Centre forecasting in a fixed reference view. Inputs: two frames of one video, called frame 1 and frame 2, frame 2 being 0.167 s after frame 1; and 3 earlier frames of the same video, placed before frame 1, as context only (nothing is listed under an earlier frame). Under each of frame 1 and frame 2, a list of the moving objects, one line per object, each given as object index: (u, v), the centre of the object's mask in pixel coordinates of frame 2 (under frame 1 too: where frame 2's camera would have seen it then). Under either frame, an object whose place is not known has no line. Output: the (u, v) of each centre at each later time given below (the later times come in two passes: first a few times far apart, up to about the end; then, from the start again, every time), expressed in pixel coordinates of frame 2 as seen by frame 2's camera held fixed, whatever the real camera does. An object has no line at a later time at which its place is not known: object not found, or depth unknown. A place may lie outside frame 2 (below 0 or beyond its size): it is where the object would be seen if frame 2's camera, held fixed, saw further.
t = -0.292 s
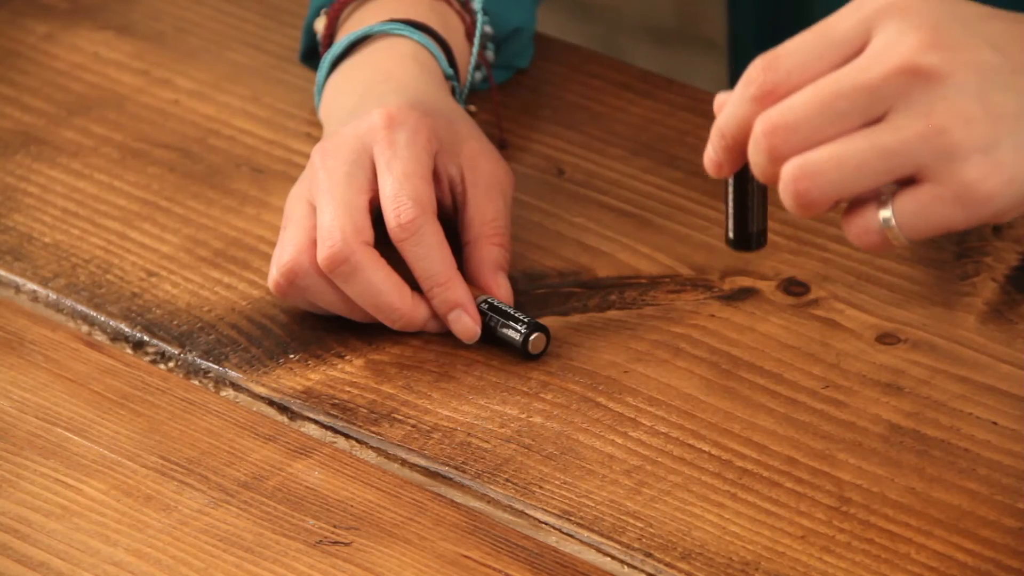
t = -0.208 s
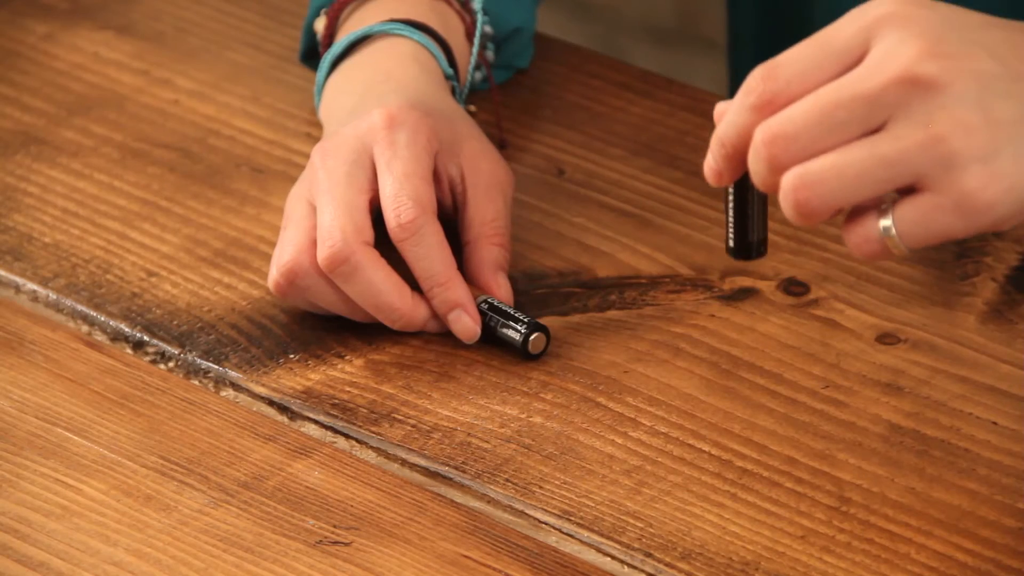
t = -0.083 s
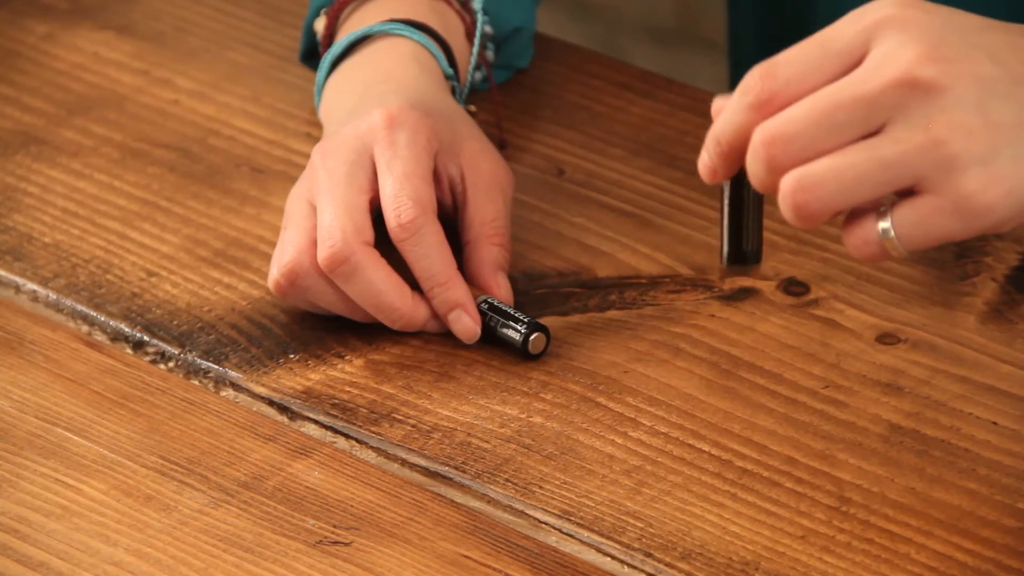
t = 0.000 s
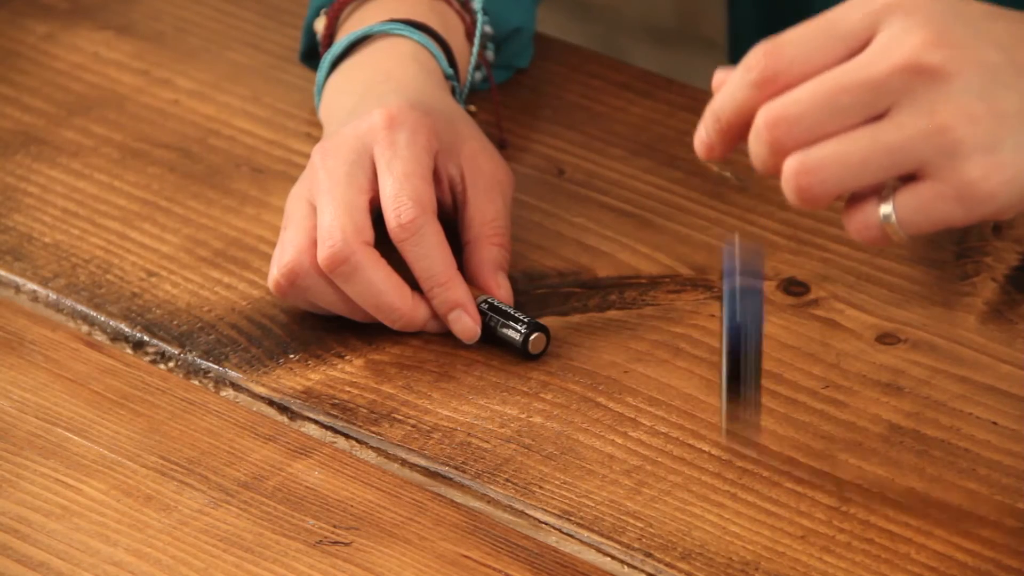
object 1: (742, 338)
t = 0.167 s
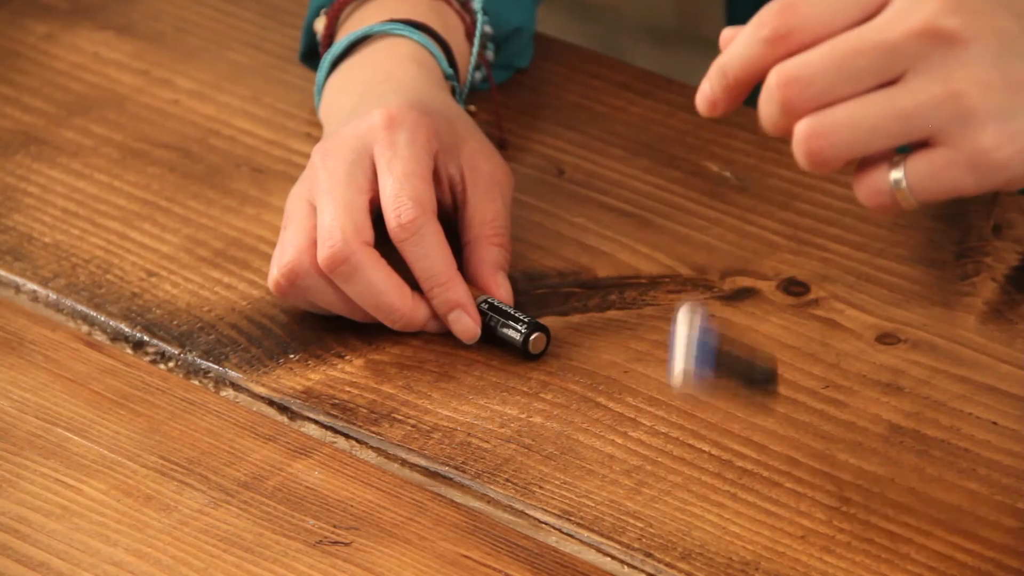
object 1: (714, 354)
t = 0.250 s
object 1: (688, 460)
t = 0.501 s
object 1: (633, 529)
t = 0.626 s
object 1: (641, 533)
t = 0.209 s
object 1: (707, 442)
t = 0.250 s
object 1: (688, 460)
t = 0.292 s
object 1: (664, 492)
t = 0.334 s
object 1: (645, 509)
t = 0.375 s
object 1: (635, 516)
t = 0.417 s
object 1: (632, 524)
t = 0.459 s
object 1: (631, 527)
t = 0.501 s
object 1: (633, 529)
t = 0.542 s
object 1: (635, 530)
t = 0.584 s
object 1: (638, 532)
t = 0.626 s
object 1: (641, 533)
